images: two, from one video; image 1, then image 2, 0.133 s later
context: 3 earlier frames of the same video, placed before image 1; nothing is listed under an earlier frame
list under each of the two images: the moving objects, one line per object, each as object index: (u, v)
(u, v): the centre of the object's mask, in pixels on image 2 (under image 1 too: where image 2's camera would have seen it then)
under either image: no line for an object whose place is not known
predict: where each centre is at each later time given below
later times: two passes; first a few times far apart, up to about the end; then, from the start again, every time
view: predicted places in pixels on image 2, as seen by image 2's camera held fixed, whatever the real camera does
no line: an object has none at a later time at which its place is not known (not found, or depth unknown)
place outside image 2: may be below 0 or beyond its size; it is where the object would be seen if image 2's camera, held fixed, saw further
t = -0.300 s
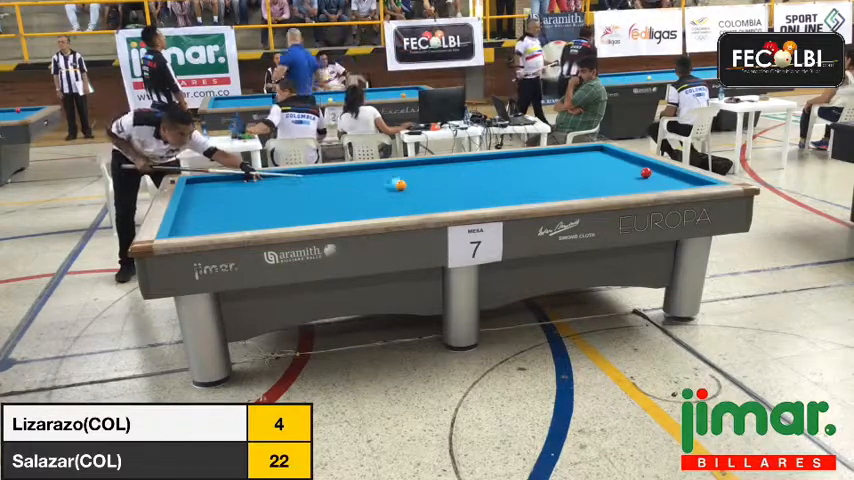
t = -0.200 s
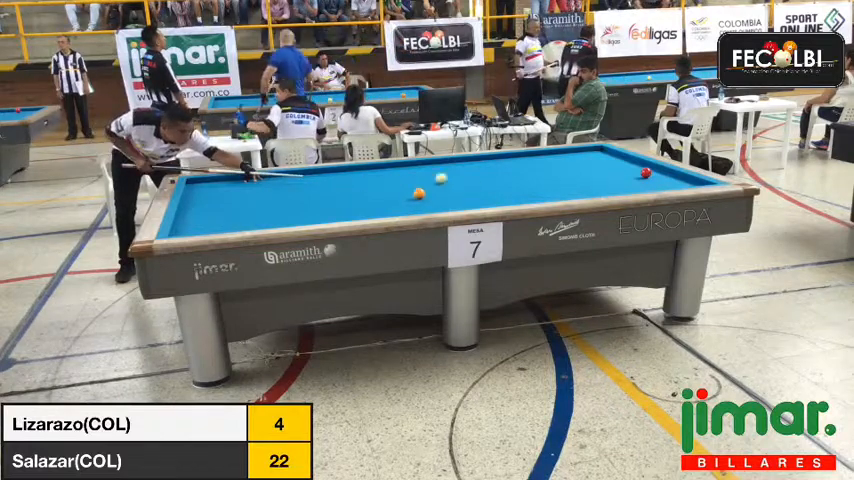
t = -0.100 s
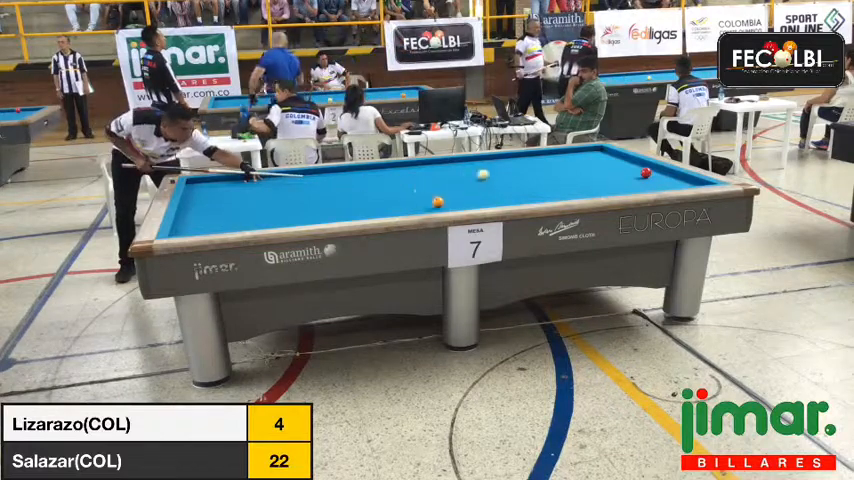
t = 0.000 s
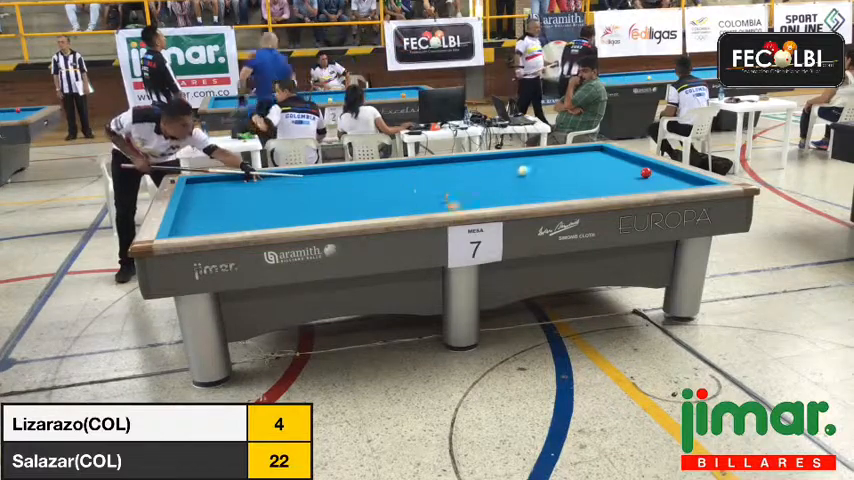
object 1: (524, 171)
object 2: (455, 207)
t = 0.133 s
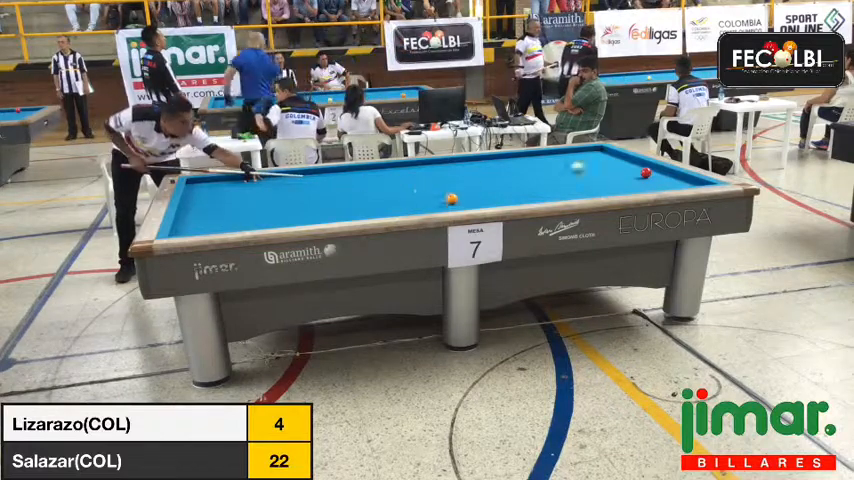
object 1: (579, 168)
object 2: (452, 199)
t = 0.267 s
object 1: (630, 164)
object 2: (450, 191)
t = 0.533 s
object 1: (584, 175)
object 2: (448, 181)
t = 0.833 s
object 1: (516, 189)
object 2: (446, 167)
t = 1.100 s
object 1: (460, 202)
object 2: (448, 164)
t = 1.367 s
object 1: (400, 212)
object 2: (460, 167)
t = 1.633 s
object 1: (335, 216)
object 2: (472, 172)
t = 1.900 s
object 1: (272, 216)
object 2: (485, 177)
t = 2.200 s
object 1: (201, 217)
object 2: (498, 183)
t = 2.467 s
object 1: (210, 211)
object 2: (514, 188)
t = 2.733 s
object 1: (244, 203)
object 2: (532, 197)
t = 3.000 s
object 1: (274, 195)
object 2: (544, 198)
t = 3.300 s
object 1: (305, 186)
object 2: (541, 196)
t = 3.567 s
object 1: (330, 181)
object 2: (538, 194)
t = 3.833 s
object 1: (351, 175)
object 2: (534, 189)
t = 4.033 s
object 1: (368, 171)
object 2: (532, 188)
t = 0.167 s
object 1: (591, 167)
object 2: (451, 197)
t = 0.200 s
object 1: (603, 166)
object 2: (451, 195)
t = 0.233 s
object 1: (617, 165)
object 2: (450, 191)
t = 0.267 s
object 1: (630, 164)
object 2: (450, 191)
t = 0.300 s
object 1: (643, 162)
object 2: (450, 190)
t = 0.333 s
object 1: (637, 164)
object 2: (449, 188)
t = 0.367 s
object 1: (628, 166)
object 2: (449, 188)
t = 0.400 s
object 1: (618, 168)
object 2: (449, 185)
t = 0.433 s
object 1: (609, 169)
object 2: (449, 184)
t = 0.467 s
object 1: (601, 170)
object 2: (449, 183)
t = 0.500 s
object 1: (592, 172)
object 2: (449, 181)
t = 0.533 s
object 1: (584, 175)
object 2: (448, 181)
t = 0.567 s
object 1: (576, 176)
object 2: (448, 177)
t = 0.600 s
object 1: (568, 178)
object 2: (448, 177)
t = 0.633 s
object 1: (560, 180)
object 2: (447, 173)
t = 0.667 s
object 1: (552, 181)
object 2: (447, 172)
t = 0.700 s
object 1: (544, 183)
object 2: (447, 172)
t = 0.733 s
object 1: (537, 184)
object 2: (447, 172)
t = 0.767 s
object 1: (530, 186)
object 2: (447, 170)
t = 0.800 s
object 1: (522, 187)
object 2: (447, 168)
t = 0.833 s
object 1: (516, 189)
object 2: (446, 167)
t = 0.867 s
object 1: (509, 191)
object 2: (445, 165)
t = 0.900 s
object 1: (503, 191)
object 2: (446, 165)
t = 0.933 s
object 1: (495, 193)
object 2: (446, 164)
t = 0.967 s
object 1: (488, 195)
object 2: (447, 164)
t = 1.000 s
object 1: (482, 198)
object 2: (447, 164)
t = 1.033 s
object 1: (474, 199)
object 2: (447, 164)
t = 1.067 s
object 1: (467, 200)
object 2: (448, 164)
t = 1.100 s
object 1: (460, 202)
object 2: (448, 164)
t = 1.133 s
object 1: (454, 203)
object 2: (450, 163)
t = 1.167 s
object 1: (445, 204)
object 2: (452, 164)
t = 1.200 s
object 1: (439, 206)
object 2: (453, 165)
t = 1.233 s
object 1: (431, 207)
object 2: (455, 165)
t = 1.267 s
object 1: (423, 209)
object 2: (456, 165)
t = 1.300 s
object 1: (415, 210)
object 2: (458, 166)
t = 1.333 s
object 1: (407, 211)
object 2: (460, 167)
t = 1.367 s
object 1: (400, 212)
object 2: (460, 167)
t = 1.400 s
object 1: (391, 212)
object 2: (462, 167)
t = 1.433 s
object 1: (382, 213)
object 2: (462, 167)
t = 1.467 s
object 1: (374, 213)
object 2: (465, 168)
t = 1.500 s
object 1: (367, 214)
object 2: (465, 168)
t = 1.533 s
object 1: (359, 214)
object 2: (468, 170)
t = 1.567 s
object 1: (351, 215)
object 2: (469, 171)
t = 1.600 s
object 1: (343, 215)
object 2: (469, 171)
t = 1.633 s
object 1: (335, 216)
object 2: (472, 172)
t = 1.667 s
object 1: (327, 216)
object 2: (474, 173)
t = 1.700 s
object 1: (319, 216)
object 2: (476, 173)
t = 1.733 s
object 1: (311, 216)
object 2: (477, 174)
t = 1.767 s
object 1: (303, 216)
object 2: (478, 174)
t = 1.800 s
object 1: (295, 216)
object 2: (479, 174)
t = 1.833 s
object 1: (287, 216)
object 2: (482, 176)
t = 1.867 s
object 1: (279, 216)
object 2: (484, 177)
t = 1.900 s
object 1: (272, 216)
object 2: (485, 177)
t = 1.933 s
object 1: (263, 217)
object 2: (487, 178)
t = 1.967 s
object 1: (256, 217)
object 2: (488, 178)
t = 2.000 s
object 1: (248, 217)
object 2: (490, 179)
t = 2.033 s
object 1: (240, 217)
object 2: (490, 179)
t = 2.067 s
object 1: (232, 217)
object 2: (493, 180)
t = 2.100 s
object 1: (225, 217)
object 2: (494, 181)
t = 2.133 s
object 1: (217, 217)
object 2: (496, 182)
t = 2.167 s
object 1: (209, 217)
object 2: (498, 183)
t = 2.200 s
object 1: (201, 217)
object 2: (498, 183)
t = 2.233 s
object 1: (193, 217)
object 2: (501, 184)
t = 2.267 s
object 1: (185, 218)
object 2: (503, 185)
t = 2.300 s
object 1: (181, 218)
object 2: (505, 185)
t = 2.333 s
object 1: (187, 216)
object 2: (506, 185)
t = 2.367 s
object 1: (193, 215)
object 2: (511, 187)
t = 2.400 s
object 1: (200, 214)
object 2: (511, 188)
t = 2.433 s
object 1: (205, 213)
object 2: (512, 188)
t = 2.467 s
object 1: (210, 211)
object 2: (514, 188)
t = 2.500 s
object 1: (215, 210)
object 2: (514, 188)
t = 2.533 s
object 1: (219, 209)
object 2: (515, 189)
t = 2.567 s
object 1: (223, 208)
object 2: (519, 191)
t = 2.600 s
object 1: (229, 207)
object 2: (519, 191)
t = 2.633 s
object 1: (232, 206)
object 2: (522, 192)
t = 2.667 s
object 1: (236, 205)
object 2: (525, 196)
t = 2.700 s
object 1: (240, 204)
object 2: (526, 196)
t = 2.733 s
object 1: (244, 203)
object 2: (532, 197)
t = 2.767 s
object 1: (248, 202)
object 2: (531, 197)
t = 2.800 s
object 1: (252, 201)
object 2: (533, 197)
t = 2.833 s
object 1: (256, 200)
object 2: (534, 197)
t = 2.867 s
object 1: (259, 199)
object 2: (534, 197)
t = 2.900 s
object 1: (263, 198)
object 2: (538, 197)
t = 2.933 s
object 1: (267, 197)
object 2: (541, 198)
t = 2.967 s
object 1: (270, 196)
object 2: (543, 198)
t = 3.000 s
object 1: (274, 195)
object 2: (544, 198)
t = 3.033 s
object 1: (278, 194)
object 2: (544, 198)
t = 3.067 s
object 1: (281, 193)
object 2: (544, 198)
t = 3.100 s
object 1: (284, 192)
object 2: (544, 198)
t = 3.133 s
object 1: (287, 191)
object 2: (544, 198)
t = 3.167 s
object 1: (291, 190)
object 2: (544, 198)
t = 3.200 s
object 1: (295, 189)
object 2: (543, 197)
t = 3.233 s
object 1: (299, 188)
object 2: (543, 197)
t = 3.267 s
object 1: (302, 187)
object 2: (541, 196)
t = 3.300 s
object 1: (305, 186)
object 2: (541, 196)
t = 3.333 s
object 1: (308, 186)
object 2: (541, 196)
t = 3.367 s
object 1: (311, 185)
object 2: (541, 196)
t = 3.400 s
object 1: (314, 184)
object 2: (541, 196)
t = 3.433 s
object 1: (319, 183)
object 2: (540, 196)
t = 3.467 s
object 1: (321, 183)
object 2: (540, 196)
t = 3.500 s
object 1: (323, 182)
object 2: (540, 196)
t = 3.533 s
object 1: (326, 181)
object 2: (538, 194)
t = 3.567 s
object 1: (330, 181)
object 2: (538, 194)
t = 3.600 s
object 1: (332, 180)
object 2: (538, 194)
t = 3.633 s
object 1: (336, 179)
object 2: (538, 194)
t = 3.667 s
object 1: (338, 178)
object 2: (537, 193)
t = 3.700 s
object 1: (341, 178)
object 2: (537, 193)
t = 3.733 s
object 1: (343, 177)
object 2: (535, 191)
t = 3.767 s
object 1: (346, 176)
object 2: (535, 191)
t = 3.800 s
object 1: (349, 175)
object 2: (535, 191)
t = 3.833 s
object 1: (351, 175)
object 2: (534, 189)
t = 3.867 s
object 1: (354, 173)
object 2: (534, 190)
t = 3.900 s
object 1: (358, 172)
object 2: (533, 189)
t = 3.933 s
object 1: (360, 172)
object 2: (533, 190)
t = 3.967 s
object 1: (363, 172)
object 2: (533, 189)
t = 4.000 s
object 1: (365, 171)
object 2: (533, 189)
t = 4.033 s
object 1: (368, 171)
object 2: (532, 188)
